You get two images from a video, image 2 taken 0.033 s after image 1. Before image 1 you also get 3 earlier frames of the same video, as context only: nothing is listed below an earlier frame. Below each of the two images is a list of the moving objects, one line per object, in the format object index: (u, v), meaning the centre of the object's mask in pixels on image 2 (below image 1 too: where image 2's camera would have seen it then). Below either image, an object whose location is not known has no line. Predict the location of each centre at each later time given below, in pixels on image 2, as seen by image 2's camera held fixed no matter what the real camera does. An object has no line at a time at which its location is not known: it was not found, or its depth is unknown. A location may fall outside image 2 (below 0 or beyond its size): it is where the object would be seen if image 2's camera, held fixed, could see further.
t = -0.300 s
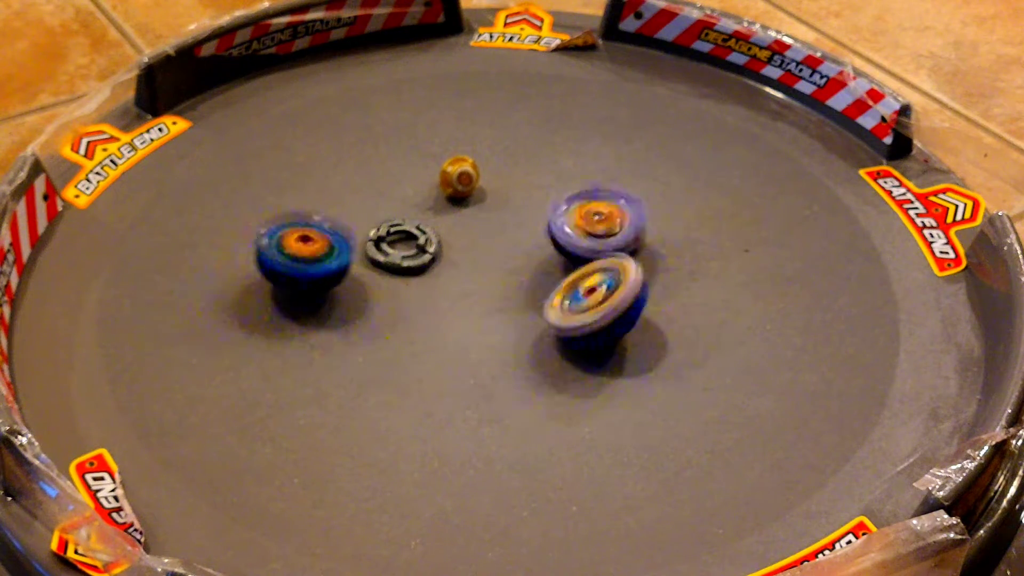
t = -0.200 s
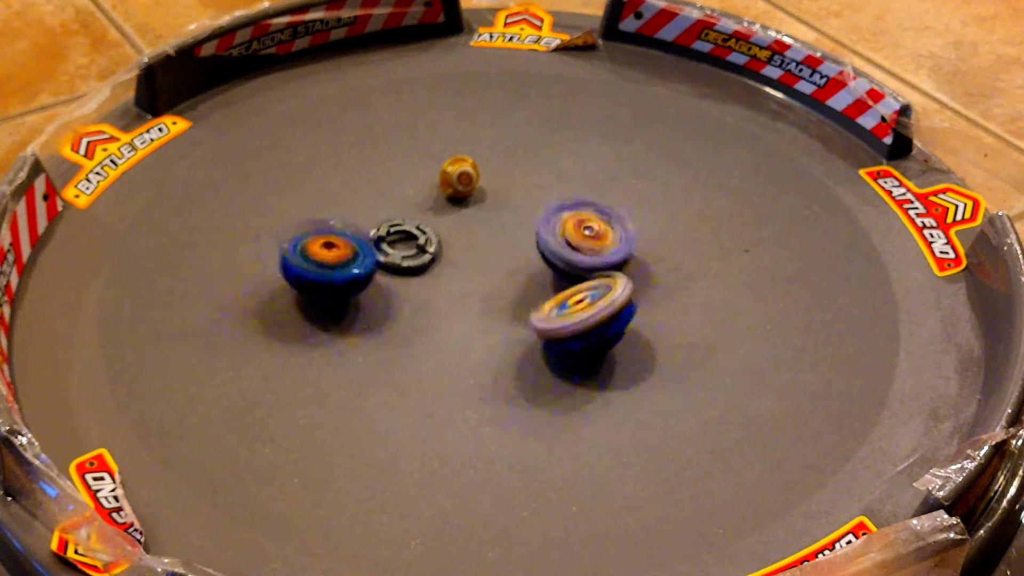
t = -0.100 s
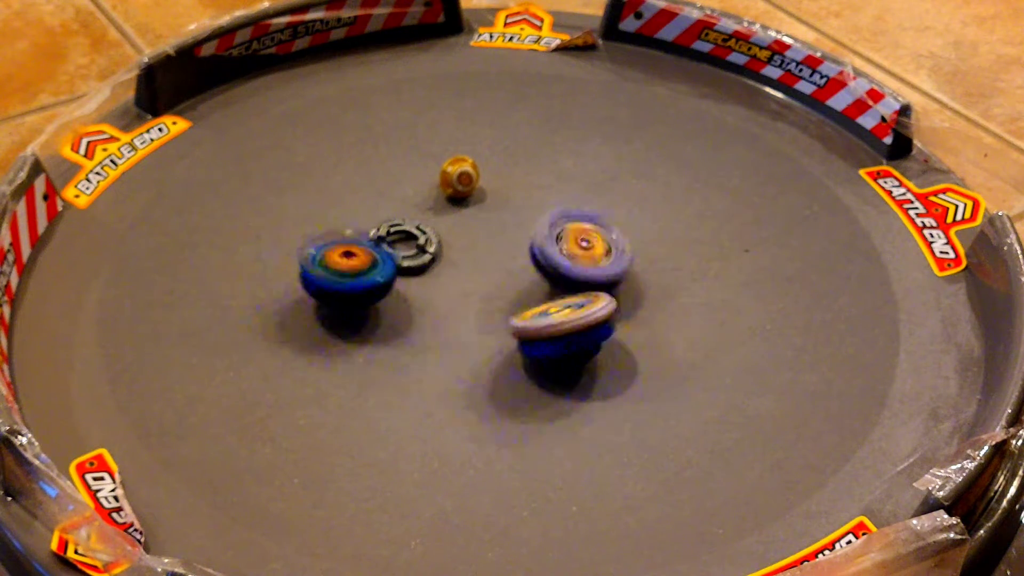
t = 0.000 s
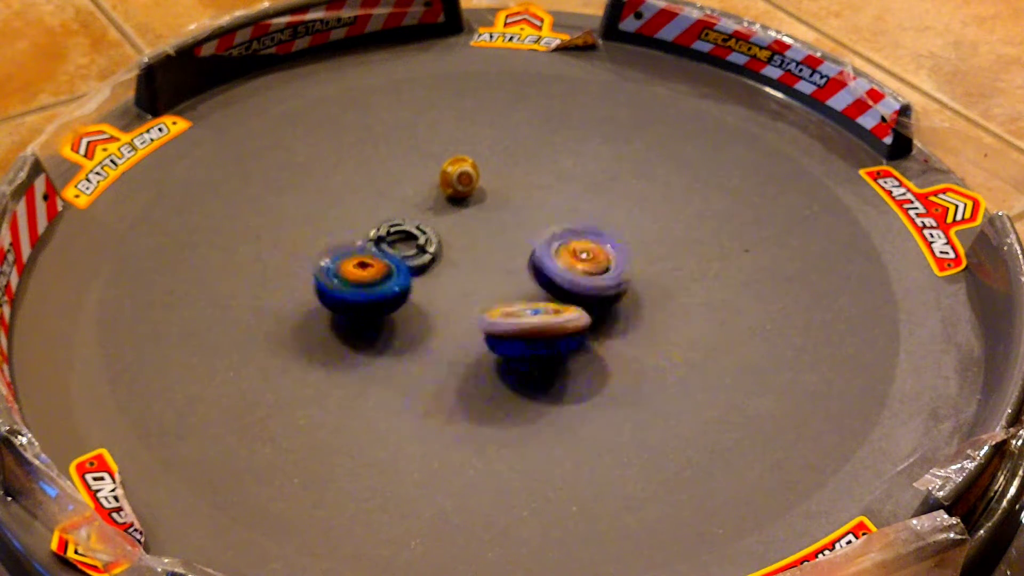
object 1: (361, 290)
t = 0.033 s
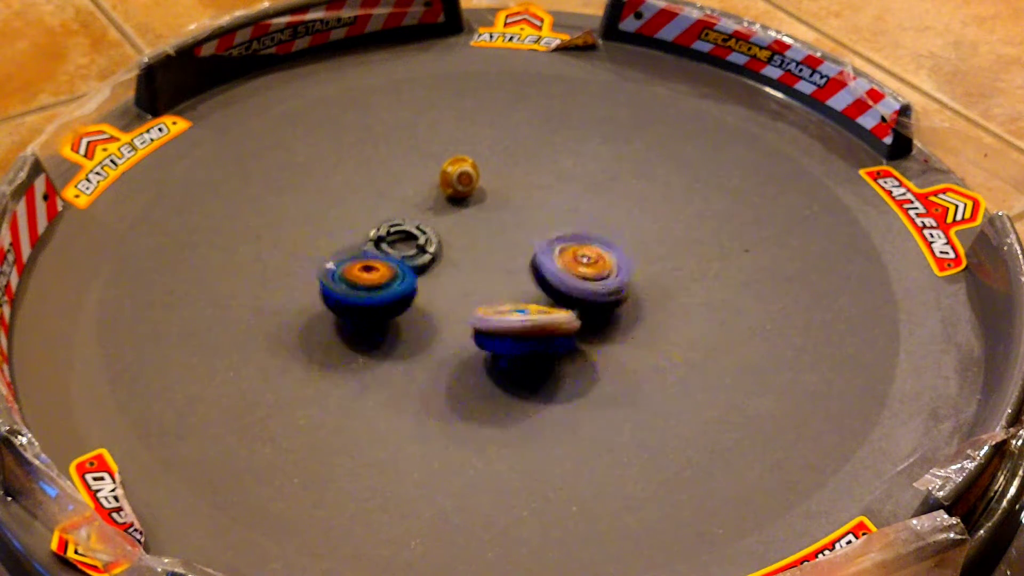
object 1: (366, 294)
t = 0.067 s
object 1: (372, 297)
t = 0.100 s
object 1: (380, 300)
